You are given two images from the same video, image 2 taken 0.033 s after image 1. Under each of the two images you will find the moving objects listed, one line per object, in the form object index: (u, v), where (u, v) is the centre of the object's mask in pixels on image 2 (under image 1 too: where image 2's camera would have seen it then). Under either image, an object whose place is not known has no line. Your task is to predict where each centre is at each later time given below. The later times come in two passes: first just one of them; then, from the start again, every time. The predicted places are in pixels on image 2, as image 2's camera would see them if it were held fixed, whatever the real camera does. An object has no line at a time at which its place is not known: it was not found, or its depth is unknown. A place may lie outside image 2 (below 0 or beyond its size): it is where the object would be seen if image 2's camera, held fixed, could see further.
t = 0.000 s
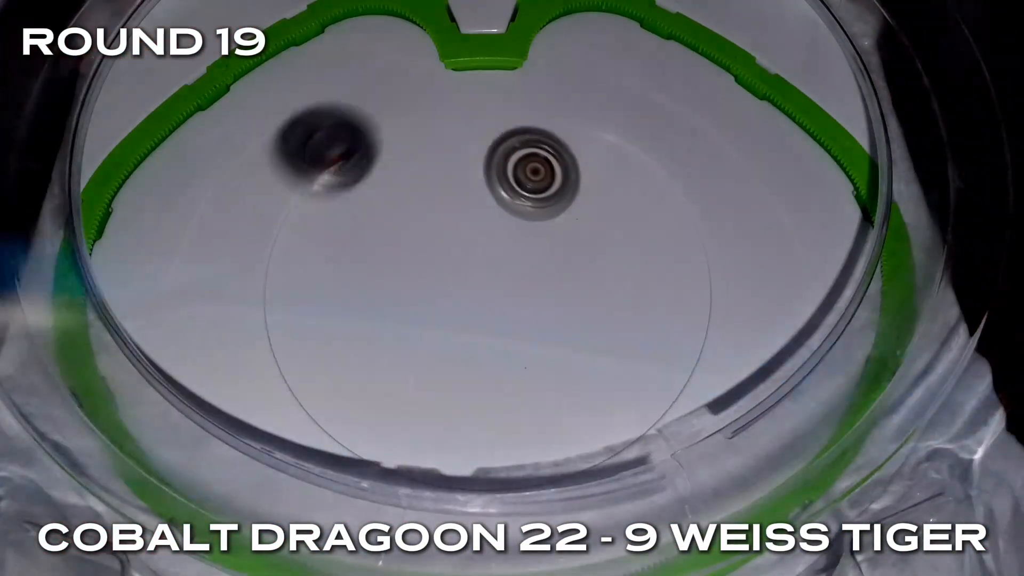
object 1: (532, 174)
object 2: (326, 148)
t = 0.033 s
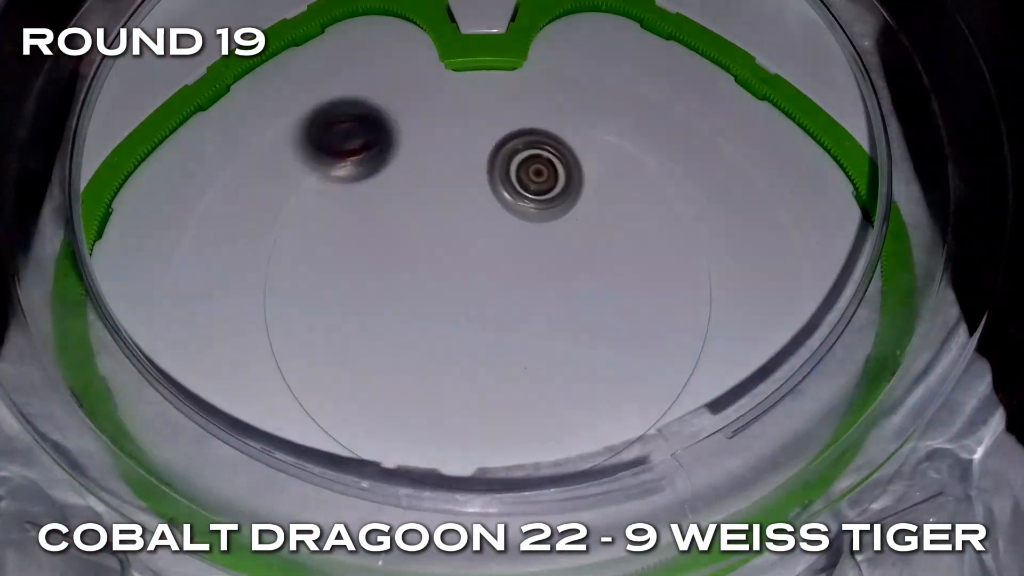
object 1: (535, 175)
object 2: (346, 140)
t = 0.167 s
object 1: (547, 181)
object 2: (476, 85)
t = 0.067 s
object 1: (538, 175)
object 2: (373, 120)
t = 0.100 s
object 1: (541, 177)
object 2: (402, 106)
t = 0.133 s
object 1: (544, 178)
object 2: (433, 93)
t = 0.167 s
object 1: (547, 181)
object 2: (476, 85)
